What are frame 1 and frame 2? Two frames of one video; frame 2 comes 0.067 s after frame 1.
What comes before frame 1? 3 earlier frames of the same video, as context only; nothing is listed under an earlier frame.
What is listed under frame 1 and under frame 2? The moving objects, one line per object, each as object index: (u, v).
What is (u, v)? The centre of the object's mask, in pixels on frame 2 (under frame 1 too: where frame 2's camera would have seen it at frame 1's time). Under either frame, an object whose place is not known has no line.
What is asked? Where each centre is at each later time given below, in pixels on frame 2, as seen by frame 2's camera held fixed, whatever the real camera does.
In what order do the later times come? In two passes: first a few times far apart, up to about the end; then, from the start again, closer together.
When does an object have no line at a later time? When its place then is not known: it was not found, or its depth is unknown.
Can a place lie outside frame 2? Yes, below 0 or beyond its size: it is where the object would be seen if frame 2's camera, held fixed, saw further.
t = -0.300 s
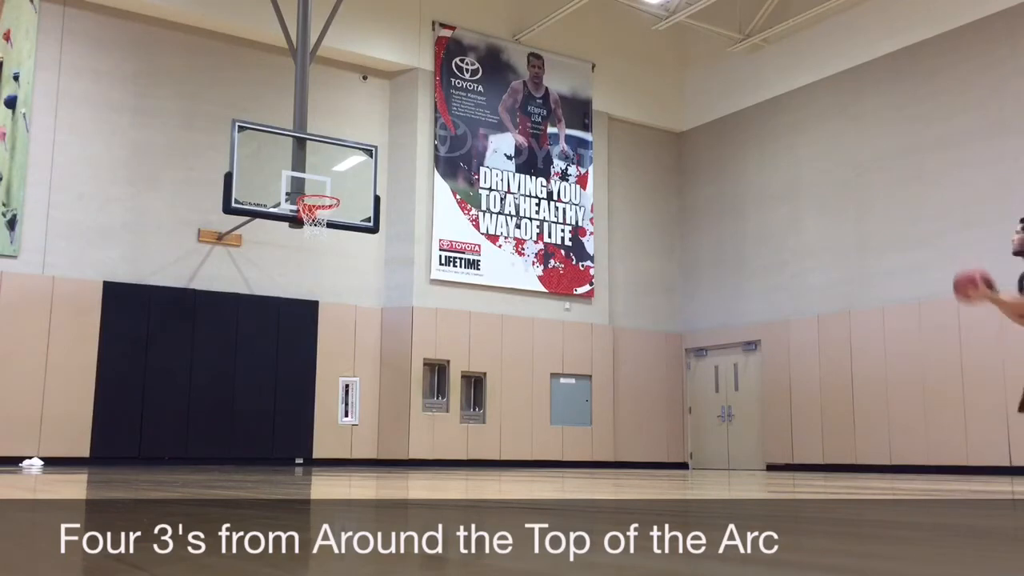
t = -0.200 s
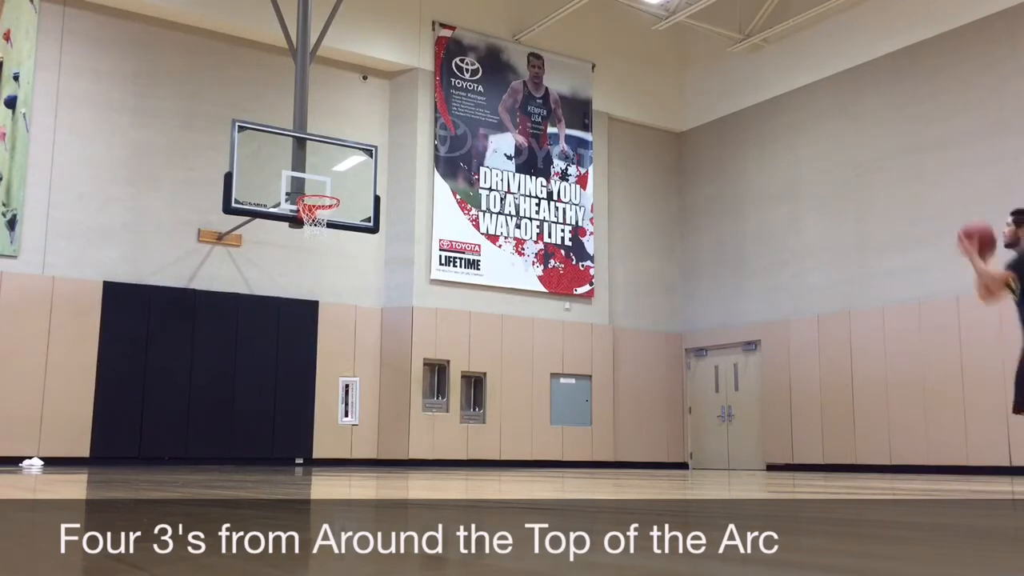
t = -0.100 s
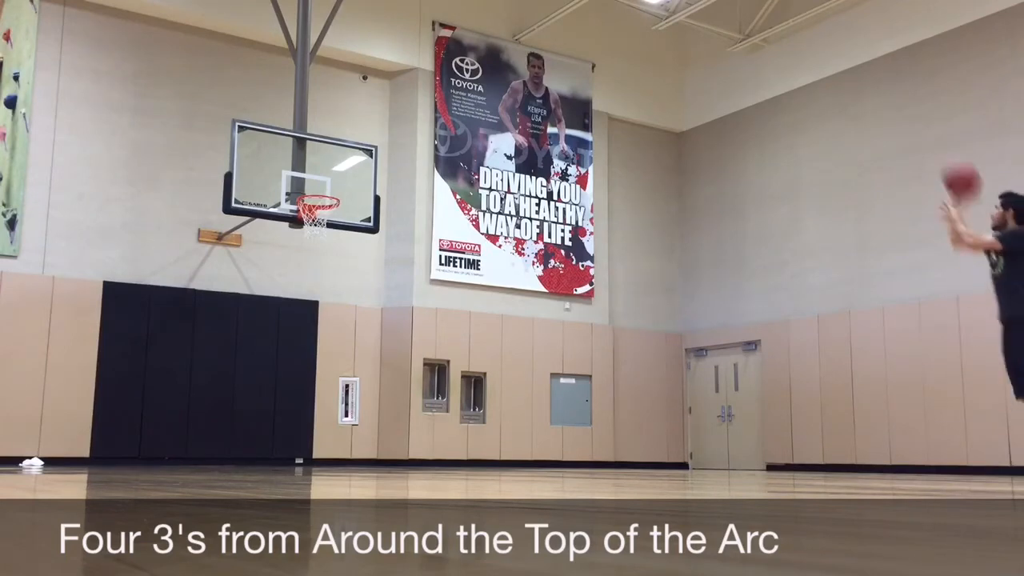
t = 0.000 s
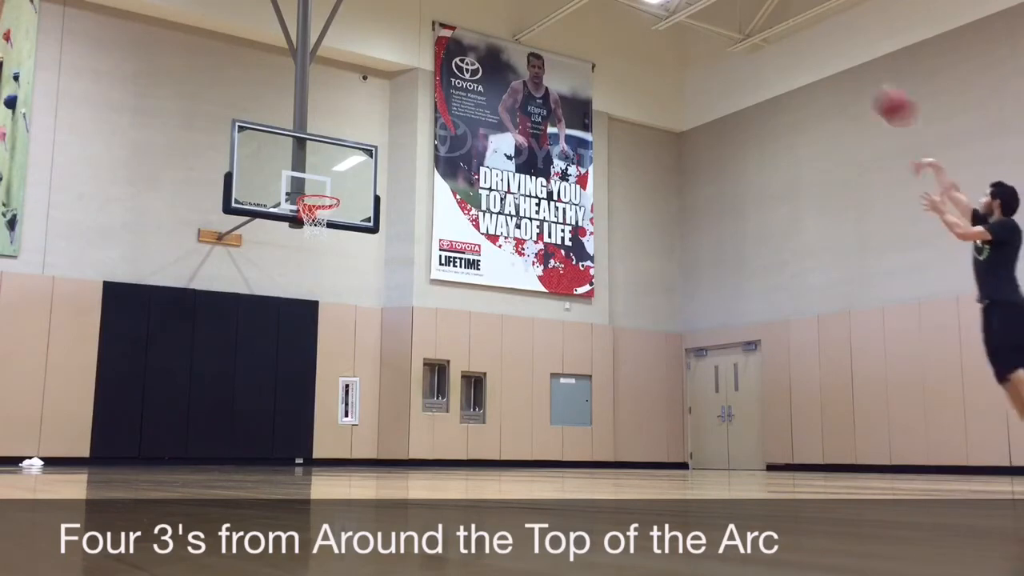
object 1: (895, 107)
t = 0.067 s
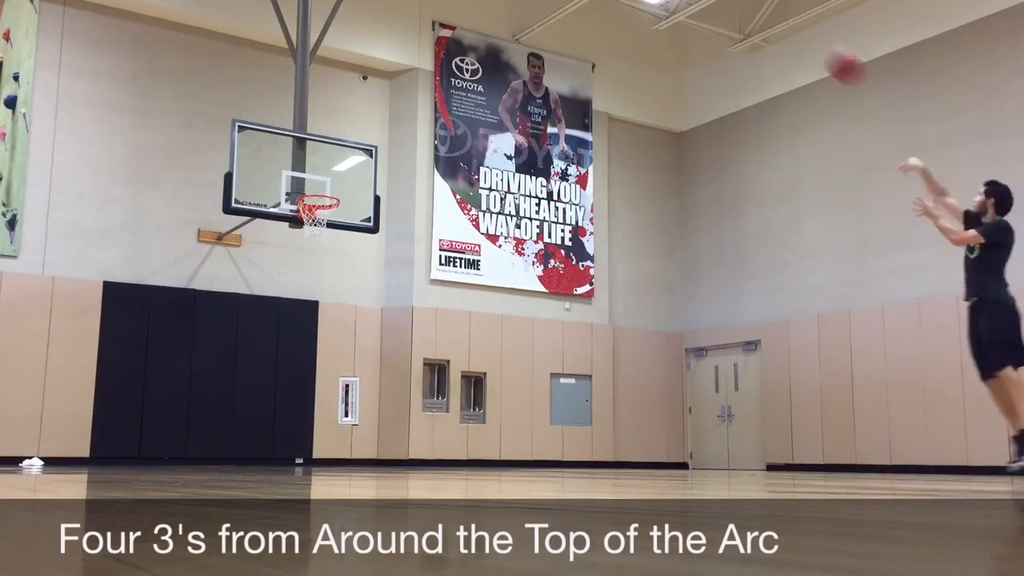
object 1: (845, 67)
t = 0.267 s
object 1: (717, 2)
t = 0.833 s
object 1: (455, 14)
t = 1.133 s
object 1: (349, 129)
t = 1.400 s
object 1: (327, 219)
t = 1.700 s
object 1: (322, 244)
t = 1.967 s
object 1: (307, 330)
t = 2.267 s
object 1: (292, 424)
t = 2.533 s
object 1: (289, 345)
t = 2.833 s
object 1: (281, 333)
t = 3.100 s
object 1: (271, 391)
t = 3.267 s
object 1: (263, 451)
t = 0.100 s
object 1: (821, 48)
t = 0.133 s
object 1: (800, 33)
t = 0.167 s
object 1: (779, 19)
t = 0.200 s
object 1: (759, 10)
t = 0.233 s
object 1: (738, 6)
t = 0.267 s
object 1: (717, 2)
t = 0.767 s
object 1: (481, 4)
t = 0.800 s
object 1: (468, 8)
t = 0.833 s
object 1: (455, 14)
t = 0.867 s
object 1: (443, 24)
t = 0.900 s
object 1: (429, 35)
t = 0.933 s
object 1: (417, 46)
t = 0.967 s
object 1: (406, 59)
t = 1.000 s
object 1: (395, 72)
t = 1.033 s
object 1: (383, 86)
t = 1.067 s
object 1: (371, 100)
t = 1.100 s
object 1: (360, 114)
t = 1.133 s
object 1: (349, 129)
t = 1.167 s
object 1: (337, 148)
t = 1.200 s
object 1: (327, 164)
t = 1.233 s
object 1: (317, 181)
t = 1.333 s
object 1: (324, 218)
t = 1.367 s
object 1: (327, 219)
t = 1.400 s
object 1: (327, 219)
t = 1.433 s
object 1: (329, 220)
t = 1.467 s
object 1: (330, 220)
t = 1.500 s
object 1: (328, 220)
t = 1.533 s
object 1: (330, 223)
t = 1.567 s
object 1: (329, 226)
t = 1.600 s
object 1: (328, 231)
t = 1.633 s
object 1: (326, 234)
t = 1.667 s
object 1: (324, 238)
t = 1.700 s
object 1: (322, 244)
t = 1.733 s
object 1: (320, 251)
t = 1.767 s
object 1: (319, 259)
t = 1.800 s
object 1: (317, 268)
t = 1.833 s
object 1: (315, 278)
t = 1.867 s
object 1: (313, 289)
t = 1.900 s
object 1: (312, 303)
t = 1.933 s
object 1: (310, 316)
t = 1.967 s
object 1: (307, 330)
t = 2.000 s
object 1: (306, 346)
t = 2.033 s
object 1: (303, 363)
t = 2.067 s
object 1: (301, 381)
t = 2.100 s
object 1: (299, 400)
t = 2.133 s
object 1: (297, 420)
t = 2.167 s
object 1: (295, 442)
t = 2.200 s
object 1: (292, 452)
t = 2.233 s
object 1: (293, 438)
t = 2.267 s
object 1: (292, 424)
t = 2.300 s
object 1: (292, 411)
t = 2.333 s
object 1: (291, 397)
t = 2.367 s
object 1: (291, 386)
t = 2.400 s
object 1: (290, 376)
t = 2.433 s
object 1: (290, 367)
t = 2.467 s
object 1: (289, 359)
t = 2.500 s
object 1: (289, 351)
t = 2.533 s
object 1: (289, 345)
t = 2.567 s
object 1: (288, 339)
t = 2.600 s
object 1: (287, 335)
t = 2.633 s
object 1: (286, 332)
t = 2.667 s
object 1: (285, 330)
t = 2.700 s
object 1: (284, 329)
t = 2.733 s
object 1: (284, 328)
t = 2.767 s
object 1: (283, 328)
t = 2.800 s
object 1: (282, 330)
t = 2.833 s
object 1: (281, 333)
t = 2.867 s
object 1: (279, 337)
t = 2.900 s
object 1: (279, 341)
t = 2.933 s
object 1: (278, 346)
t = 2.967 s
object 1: (276, 353)
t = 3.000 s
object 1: (275, 361)
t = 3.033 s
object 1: (274, 369)
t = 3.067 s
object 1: (272, 380)
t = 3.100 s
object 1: (271, 391)
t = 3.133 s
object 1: (270, 403)
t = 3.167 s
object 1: (268, 417)
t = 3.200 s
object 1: (266, 431)
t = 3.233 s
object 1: (264, 447)
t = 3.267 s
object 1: (263, 451)
